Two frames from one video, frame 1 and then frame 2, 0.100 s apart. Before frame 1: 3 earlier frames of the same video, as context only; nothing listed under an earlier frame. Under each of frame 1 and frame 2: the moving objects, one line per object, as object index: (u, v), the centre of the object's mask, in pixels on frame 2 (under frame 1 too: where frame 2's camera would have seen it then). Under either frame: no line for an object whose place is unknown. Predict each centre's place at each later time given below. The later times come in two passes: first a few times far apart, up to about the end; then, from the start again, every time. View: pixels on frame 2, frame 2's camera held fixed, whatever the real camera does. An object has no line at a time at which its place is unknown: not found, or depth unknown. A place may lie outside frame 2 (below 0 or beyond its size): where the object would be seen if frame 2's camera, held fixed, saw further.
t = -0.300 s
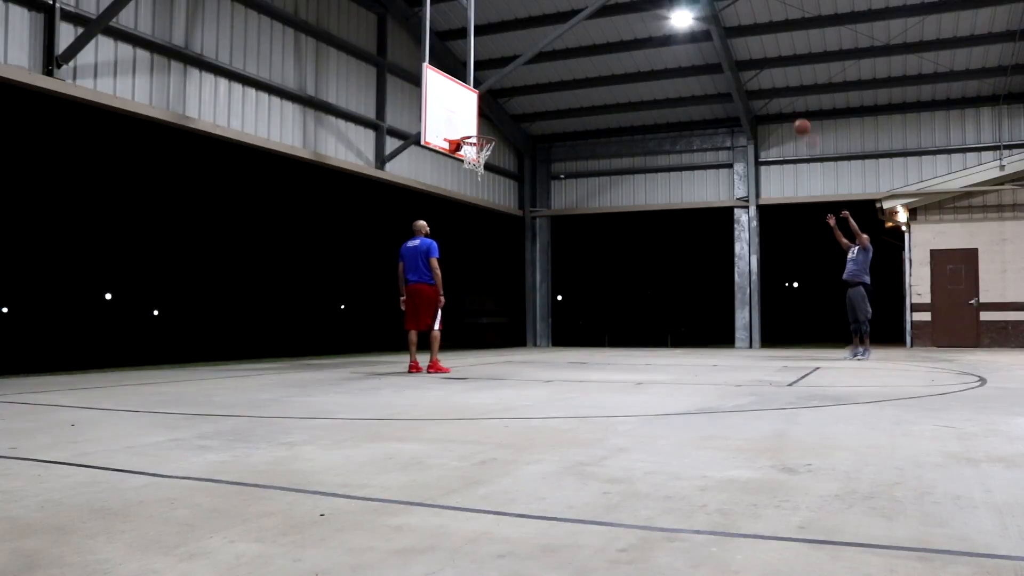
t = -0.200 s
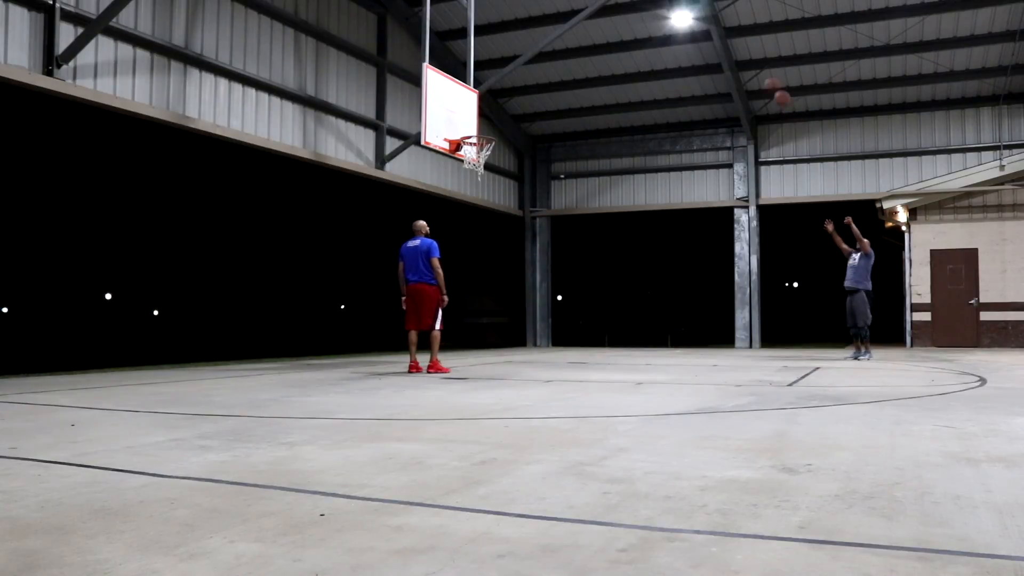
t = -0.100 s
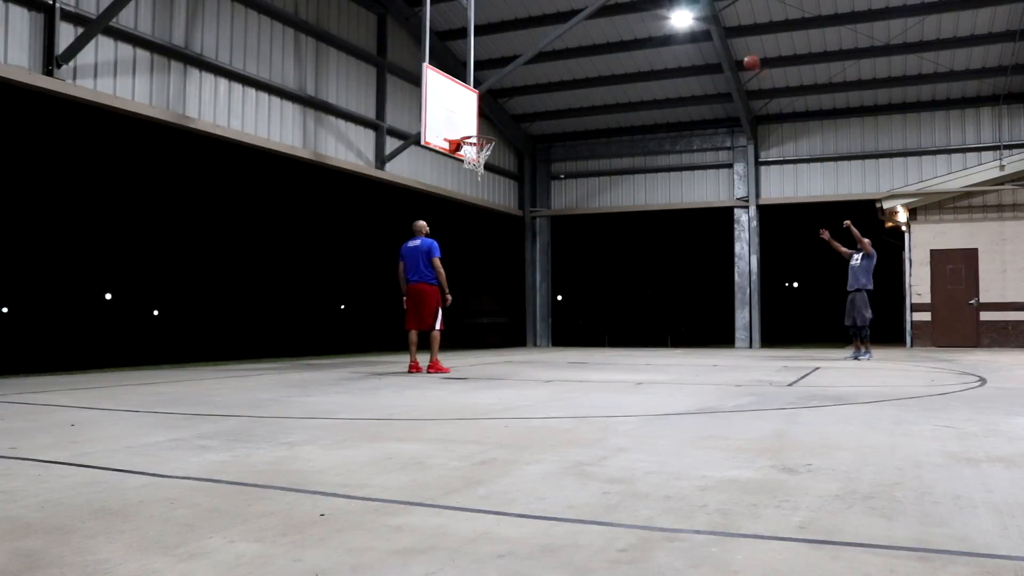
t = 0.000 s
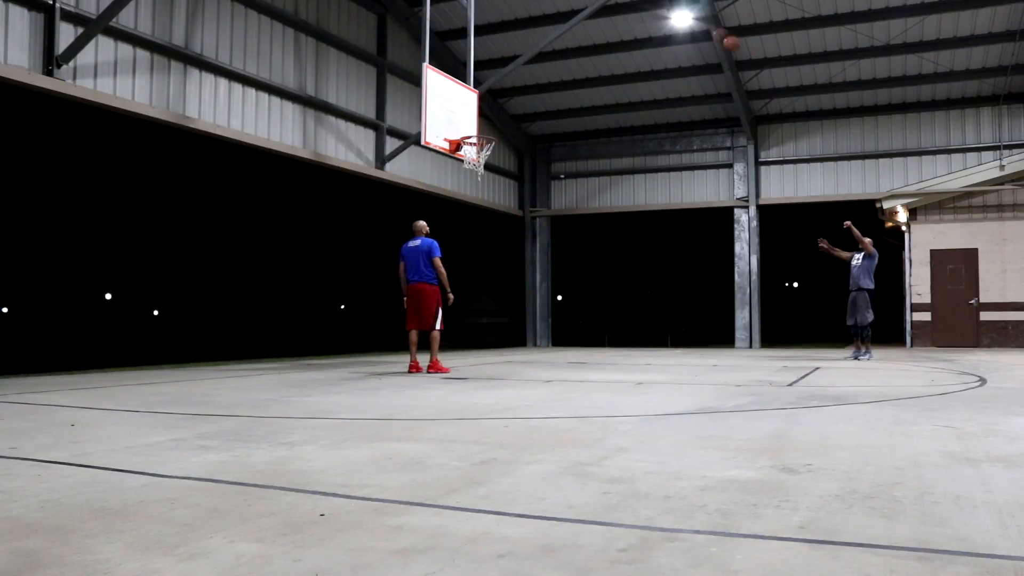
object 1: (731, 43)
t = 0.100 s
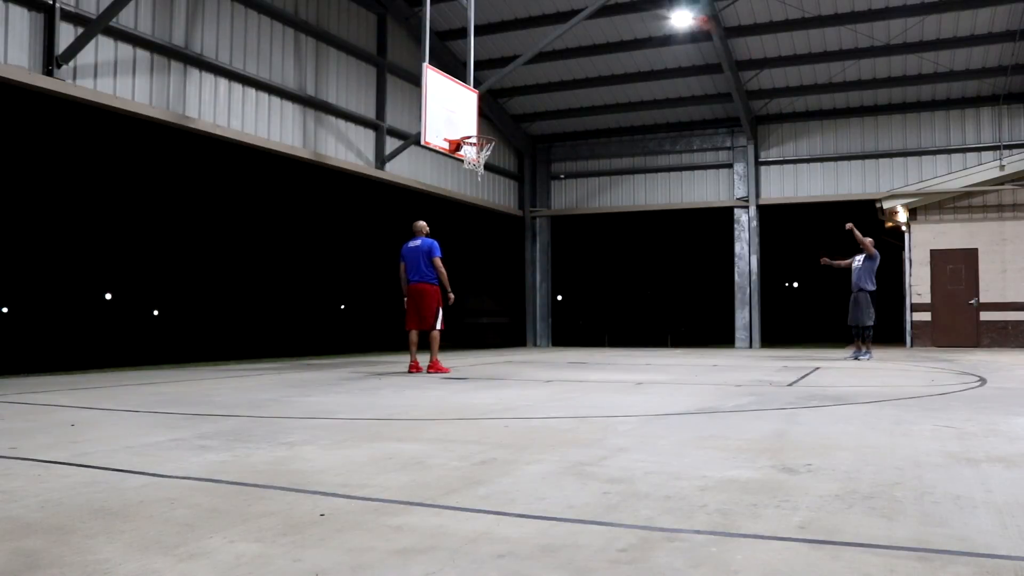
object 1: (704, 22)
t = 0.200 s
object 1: (676, 10)
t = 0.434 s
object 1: (615, 10)
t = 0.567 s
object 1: (572, 28)
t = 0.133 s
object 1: (696, 18)
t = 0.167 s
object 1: (679, 12)
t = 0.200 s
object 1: (676, 10)
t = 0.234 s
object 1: (668, 9)
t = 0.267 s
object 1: (658, 8)
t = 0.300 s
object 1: (648, 7)
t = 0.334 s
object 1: (642, 6)
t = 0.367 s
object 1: (632, 6)
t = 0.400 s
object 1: (622, 7)
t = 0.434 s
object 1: (615, 10)
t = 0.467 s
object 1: (605, 13)
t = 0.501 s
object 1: (594, 17)
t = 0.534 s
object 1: (583, 22)
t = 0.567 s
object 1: (572, 28)
